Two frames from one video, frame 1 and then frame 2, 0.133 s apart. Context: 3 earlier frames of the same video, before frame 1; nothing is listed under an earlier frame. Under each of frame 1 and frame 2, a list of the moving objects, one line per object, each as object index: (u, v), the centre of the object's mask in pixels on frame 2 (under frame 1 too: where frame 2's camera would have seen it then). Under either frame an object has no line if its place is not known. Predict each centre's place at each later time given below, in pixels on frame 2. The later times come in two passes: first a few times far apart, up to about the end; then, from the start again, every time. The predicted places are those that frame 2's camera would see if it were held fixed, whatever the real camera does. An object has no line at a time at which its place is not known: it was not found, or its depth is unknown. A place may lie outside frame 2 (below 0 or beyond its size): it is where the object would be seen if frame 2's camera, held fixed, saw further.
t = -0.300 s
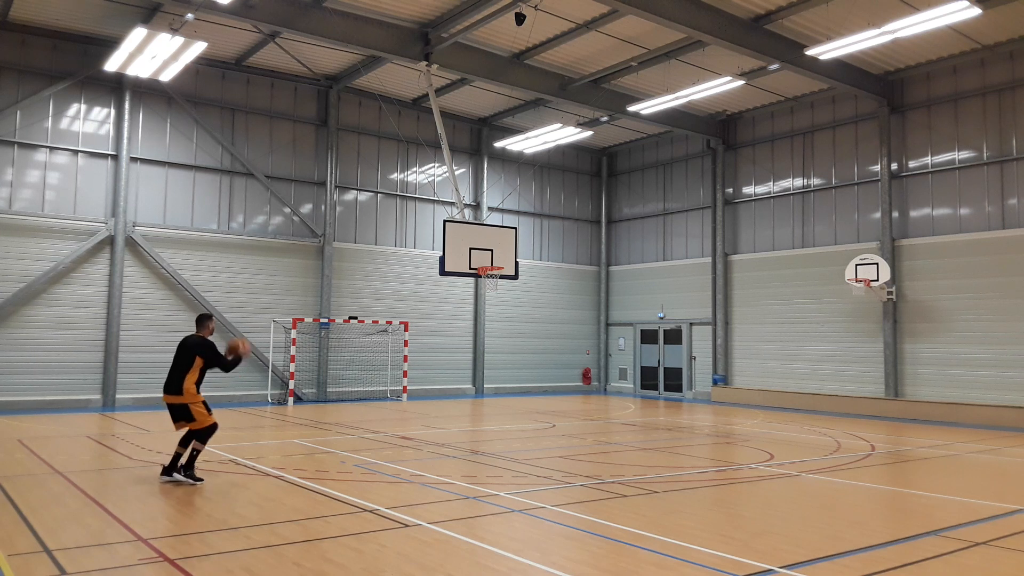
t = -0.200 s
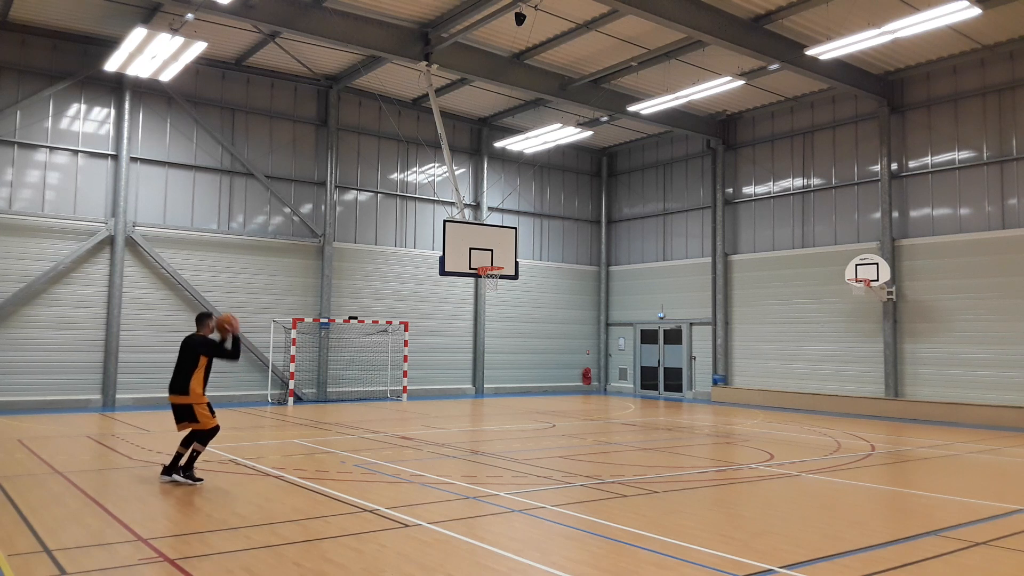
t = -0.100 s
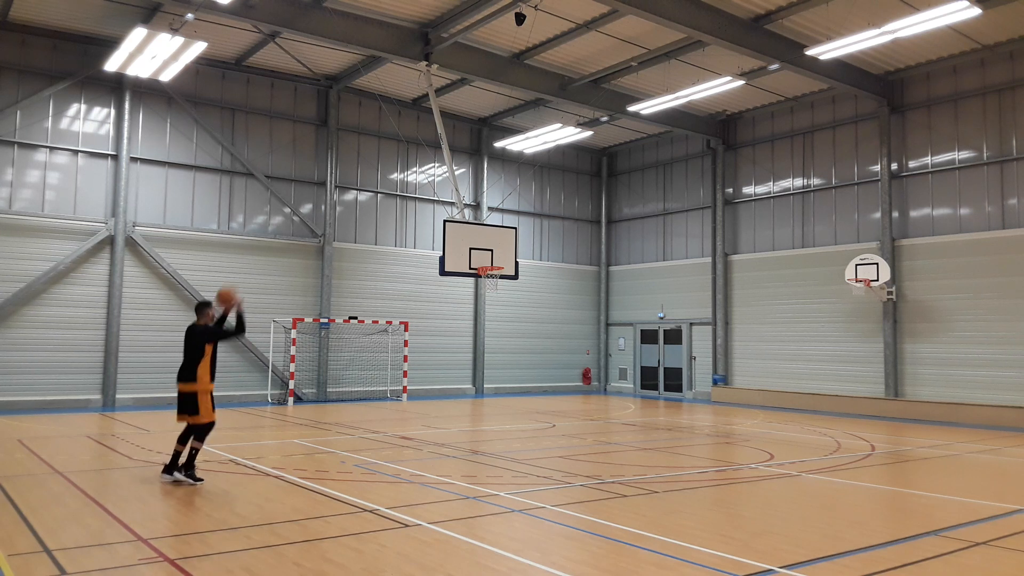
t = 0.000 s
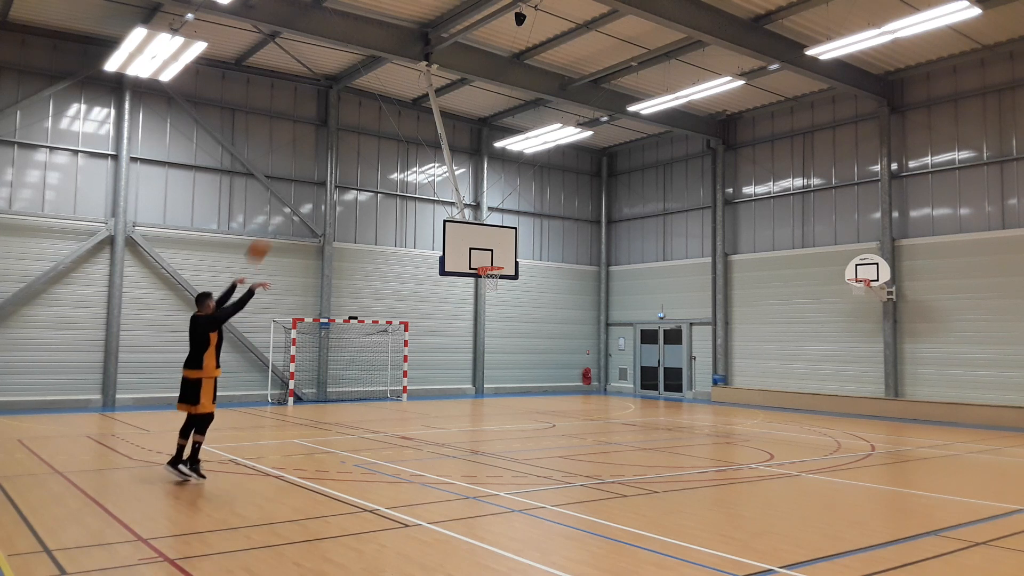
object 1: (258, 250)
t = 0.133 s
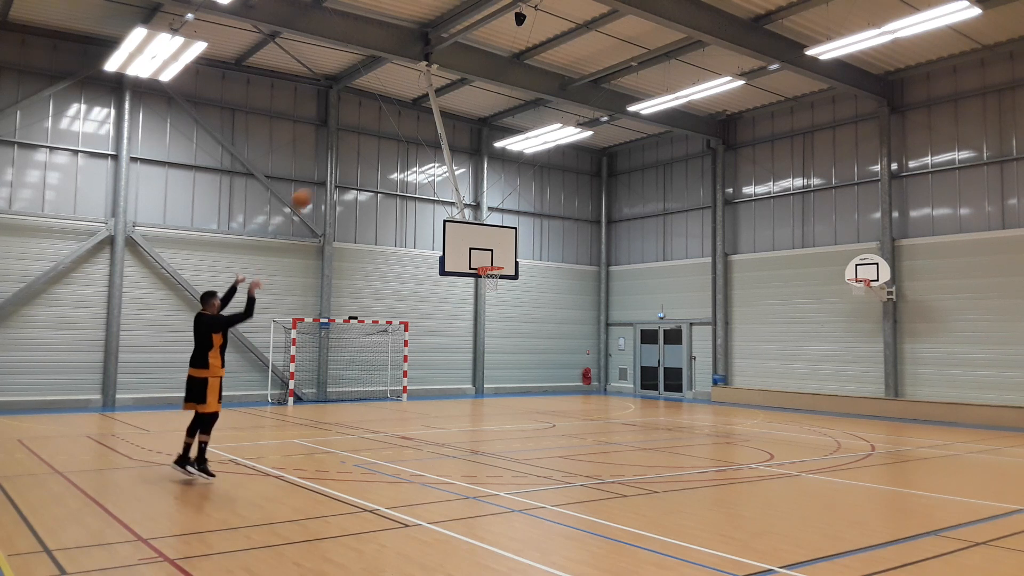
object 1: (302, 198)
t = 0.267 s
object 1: (339, 167)
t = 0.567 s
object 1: (403, 147)
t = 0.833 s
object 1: (449, 174)
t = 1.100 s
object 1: (484, 229)
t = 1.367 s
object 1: (469, 253)
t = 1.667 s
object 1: (446, 251)
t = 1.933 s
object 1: (420, 291)
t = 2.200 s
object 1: (390, 379)
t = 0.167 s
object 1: (312, 189)
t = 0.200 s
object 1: (320, 181)
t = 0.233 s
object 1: (331, 174)
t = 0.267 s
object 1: (339, 167)
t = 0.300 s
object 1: (347, 162)
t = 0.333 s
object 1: (355, 158)
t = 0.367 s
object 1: (362, 154)
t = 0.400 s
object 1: (370, 151)
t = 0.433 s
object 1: (377, 149)
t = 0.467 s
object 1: (384, 147)
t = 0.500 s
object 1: (391, 147)
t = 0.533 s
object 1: (397, 147)
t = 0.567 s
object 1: (403, 147)
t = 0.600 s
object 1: (409, 149)
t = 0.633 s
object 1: (415, 150)
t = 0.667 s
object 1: (421, 153)
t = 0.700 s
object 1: (427, 156)
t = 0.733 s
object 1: (432, 159)
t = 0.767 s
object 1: (438, 163)
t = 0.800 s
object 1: (443, 168)
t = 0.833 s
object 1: (449, 174)
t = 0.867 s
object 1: (453, 178)
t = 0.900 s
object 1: (458, 184)
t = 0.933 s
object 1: (462, 191)
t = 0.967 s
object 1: (467, 198)
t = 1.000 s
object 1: (472, 206)
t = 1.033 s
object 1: (475, 212)
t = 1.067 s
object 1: (479, 220)
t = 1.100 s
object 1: (484, 229)
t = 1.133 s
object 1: (487, 237)
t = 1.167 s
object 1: (491, 245)
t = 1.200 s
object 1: (496, 255)
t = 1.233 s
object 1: (498, 263)
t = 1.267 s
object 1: (493, 261)
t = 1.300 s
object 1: (484, 258)
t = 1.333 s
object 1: (476, 255)
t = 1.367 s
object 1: (469, 253)
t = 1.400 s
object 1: (467, 250)
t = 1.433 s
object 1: (464, 249)
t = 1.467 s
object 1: (462, 247)
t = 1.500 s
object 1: (459, 246)
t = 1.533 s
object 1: (456, 246)
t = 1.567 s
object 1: (454, 247)
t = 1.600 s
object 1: (451, 247)
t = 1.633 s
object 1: (448, 249)
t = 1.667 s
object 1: (446, 251)
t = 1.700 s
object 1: (442, 254)
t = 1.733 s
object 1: (440, 257)
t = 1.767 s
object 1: (437, 261)
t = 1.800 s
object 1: (433, 266)
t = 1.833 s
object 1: (430, 271)
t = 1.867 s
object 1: (427, 277)
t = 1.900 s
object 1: (424, 284)
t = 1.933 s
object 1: (420, 291)
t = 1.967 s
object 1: (417, 299)
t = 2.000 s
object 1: (413, 308)
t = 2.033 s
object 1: (410, 317)
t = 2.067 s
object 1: (406, 328)
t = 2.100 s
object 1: (402, 340)
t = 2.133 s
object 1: (398, 352)
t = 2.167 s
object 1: (395, 365)
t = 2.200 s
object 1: (390, 379)
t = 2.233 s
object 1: (386, 395)
